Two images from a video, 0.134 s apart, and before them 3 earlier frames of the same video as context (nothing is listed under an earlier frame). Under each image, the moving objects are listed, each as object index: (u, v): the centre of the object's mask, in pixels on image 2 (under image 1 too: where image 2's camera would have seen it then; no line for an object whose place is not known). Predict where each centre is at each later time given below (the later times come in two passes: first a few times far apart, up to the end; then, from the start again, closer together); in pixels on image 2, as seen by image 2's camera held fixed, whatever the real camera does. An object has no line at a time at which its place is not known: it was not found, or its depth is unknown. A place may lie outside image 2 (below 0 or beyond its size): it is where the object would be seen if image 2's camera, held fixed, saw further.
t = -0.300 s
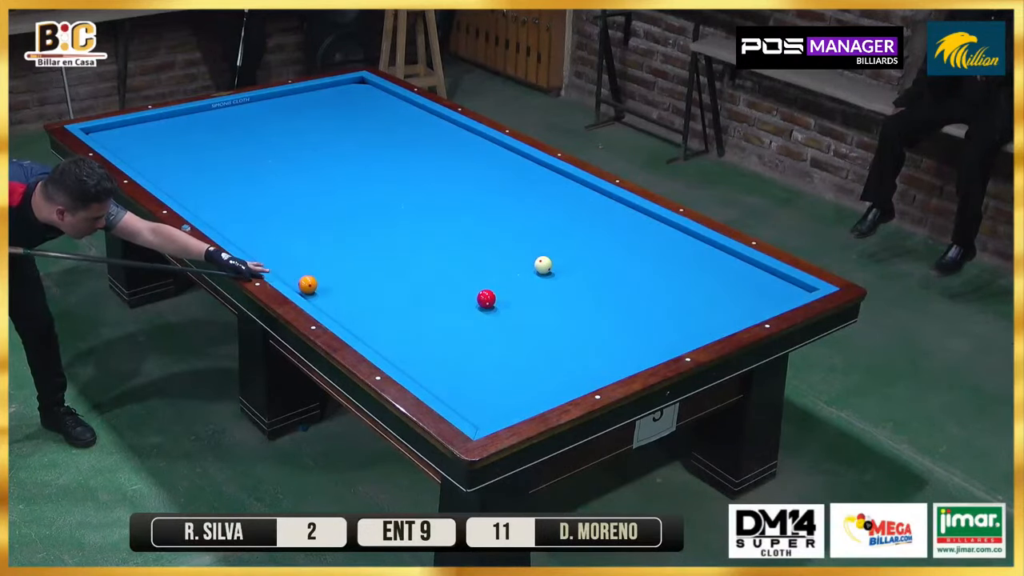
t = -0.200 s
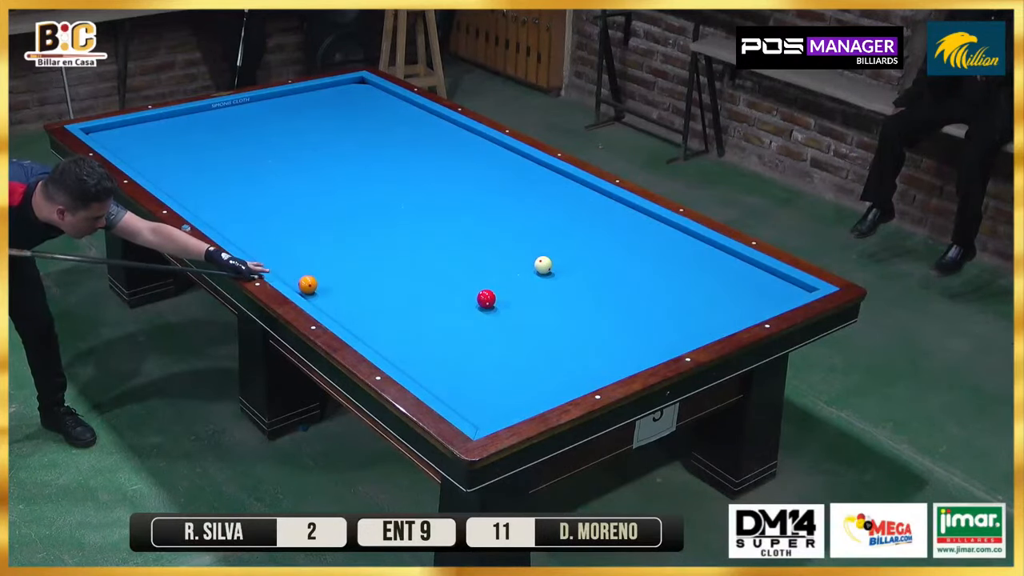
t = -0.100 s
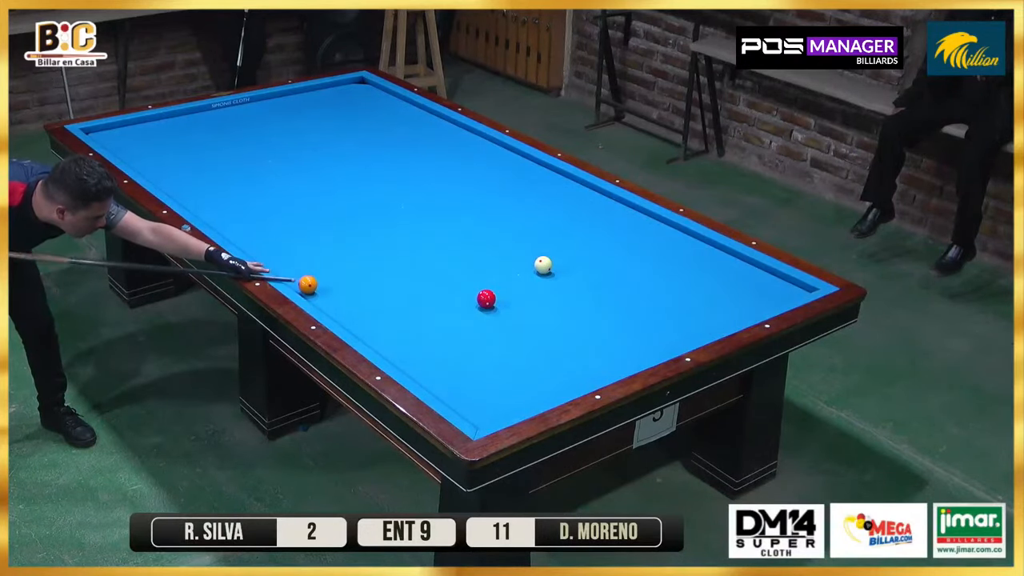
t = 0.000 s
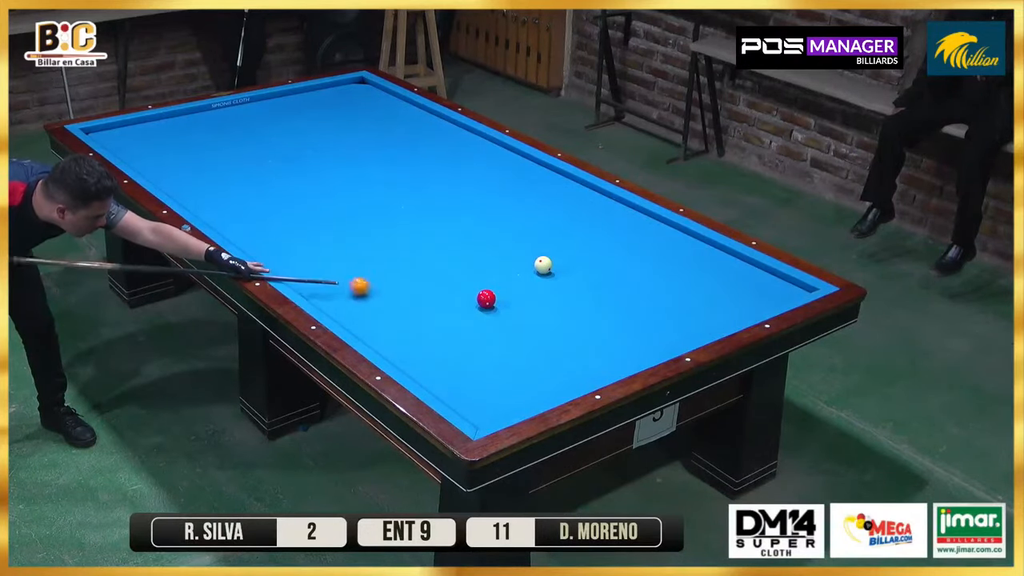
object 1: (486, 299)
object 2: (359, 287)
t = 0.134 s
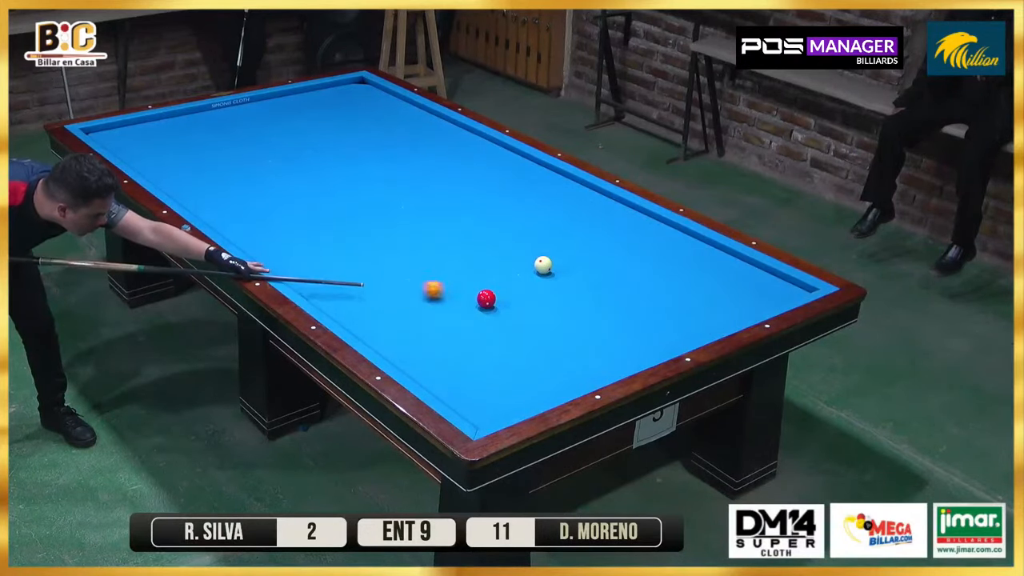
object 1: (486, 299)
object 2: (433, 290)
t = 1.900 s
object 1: (536, 325)
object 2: (626, 359)
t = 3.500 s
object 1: (453, 266)
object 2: (480, 348)
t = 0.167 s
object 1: (486, 299)
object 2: (450, 291)
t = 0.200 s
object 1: (486, 299)
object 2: (469, 291)
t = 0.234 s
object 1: (490, 301)
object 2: (483, 288)
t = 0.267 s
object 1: (495, 304)
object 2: (495, 286)
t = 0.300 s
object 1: (501, 308)
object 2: (508, 284)
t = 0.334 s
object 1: (506, 311)
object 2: (521, 282)
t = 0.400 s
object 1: (516, 317)
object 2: (547, 278)
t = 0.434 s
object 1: (520, 320)
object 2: (560, 276)
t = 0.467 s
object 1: (524, 323)
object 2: (572, 274)
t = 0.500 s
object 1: (529, 327)
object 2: (585, 272)
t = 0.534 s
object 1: (534, 329)
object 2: (597, 270)
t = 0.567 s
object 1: (538, 332)
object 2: (609, 268)
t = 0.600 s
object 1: (543, 335)
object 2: (622, 266)
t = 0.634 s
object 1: (548, 338)
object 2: (633, 264)
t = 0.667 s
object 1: (552, 341)
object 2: (645, 262)
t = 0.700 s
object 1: (557, 344)
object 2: (657, 261)
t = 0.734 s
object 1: (562, 347)
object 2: (669, 259)
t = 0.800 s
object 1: (572, 353)
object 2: (692, 255)
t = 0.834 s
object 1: (576, 356)
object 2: (704, 253)
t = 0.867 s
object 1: (581, 359)
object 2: (714, 251)
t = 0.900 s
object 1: (586, 362)
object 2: (721, 251)
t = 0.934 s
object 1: (591, 365)
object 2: (717, 255)
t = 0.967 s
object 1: (596, 369)
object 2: (713, 259)
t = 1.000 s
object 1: (601, 370)
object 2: (708, 263)
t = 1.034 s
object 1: (600, 370)
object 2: (704, 266)
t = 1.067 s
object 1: (596, 368)
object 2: (701, 270)
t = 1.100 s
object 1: (593, 366)
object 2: (698, 273)
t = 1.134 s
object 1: (591, 364)
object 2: (695, 276)
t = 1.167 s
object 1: (588, 362)
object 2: (693, 279)
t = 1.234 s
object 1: (583, 359)
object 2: (687, 286)
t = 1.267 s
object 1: (580, 357)
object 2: (684, 289)
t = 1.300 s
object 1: (577, 355)
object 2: (681, 293)
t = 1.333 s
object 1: (575, 353)
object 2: (679, 296)
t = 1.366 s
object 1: (573, 351)
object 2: (676, 300)
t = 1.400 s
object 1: (570, 349)
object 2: (673, 303)
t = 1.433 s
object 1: (568, 348)
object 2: (670, 307)
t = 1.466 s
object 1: (565, 346)
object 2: (667, 310)
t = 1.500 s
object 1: (563, 344)
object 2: (664, 314)
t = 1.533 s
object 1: (561, 343)
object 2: (661, 317)
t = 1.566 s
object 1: (558, 341)
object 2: (659, 321)
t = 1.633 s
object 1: (554, 338)
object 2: (652, 329)
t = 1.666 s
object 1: (552, 336)
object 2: (649, 332)
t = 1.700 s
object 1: (549, 334)
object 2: (646, 337)
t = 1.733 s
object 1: (547, 333)
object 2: (643, 340)
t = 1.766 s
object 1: (545, 331)
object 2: (640, 344)
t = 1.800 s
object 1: (543, 330)
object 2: (636, 348)
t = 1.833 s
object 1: (541, 328)
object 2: (633, 352)
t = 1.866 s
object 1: (538, 327)
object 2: (629, 356)
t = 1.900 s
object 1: (536, 325)
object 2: (626, 359)
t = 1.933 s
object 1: (534, 324)
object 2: (622, 362)
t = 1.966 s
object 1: (532, 322)
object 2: (616, 364)
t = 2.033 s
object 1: (528, 319)
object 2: (603, 368)
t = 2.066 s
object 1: (526, 317)
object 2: (596, 369)
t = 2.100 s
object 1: (524, 316)
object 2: (589, 371)
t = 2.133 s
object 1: (522, 315)
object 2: (583, 372)
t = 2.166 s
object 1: (520, 313)
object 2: (576, 374)
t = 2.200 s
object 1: (518, 311)
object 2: (569, 375)
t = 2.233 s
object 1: (516, 310)
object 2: (563, 376)
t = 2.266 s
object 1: (514, 309)
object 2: (555, 377)
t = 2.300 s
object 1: (512, 307)
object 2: (549, 378)
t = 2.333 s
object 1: (510, 306)
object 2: (542, 380)
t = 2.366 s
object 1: (508, 305)
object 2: (535, 381)
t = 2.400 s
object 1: (507, 303)
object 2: (529, 382)
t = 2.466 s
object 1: (503, 301)
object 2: (514, 385)
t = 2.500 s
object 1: (501, 299)
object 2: (508, 386)
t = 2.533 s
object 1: (499, 298)
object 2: (501, 387)
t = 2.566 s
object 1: (497, 297)
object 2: (493, 389)
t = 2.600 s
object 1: (496, 295)
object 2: (487, 390)
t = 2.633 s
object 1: (494, 294)
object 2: (480, 391)
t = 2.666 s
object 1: (492, 293)
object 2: (473, 393)
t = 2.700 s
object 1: (490, 292)
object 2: (466, 394)
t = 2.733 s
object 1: (489, 290)
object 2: (459, 395)
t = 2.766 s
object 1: (487, 289)
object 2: (452, 396)
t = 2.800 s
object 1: (485, 288)
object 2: (447, 396)
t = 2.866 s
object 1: (482, 286)
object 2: (450, 392)
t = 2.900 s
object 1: (480, 285)
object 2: (452, 389)
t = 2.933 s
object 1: (479, 284)
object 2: (454, 387)
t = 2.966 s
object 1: (477, 282)
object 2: (456, 384)
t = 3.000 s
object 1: (476, 281)
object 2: (457, 382)
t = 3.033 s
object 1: (474, 280)
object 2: (459, 379)
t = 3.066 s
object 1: (472, 279)
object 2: (461, 377)
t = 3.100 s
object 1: (471, 278)
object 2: (462, 375)
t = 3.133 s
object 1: (470, 277)
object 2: (464, 372)
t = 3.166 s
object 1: (468, 276)
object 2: (466, 370)
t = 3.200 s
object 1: (466, 275)
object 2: (467, 367)
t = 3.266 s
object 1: (463, 273)
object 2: (470, 363)
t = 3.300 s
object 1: (462, 272)
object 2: (472, 361)
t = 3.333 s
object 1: (461, 271)
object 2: (473, 358)
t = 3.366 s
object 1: (459, 270)
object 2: (474, 356)
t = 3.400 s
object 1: (458, 269)
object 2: (476, 354)
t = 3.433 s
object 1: (456, 268)
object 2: (477, 352)
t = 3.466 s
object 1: (455, 267)
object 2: (479, 350)
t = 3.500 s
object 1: (453, 266)
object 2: (480, 348)
